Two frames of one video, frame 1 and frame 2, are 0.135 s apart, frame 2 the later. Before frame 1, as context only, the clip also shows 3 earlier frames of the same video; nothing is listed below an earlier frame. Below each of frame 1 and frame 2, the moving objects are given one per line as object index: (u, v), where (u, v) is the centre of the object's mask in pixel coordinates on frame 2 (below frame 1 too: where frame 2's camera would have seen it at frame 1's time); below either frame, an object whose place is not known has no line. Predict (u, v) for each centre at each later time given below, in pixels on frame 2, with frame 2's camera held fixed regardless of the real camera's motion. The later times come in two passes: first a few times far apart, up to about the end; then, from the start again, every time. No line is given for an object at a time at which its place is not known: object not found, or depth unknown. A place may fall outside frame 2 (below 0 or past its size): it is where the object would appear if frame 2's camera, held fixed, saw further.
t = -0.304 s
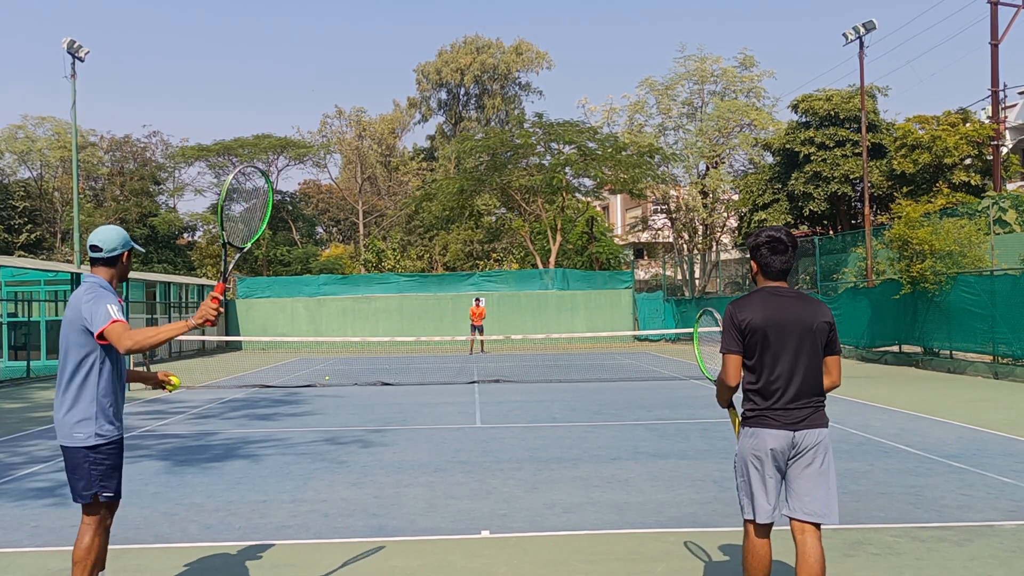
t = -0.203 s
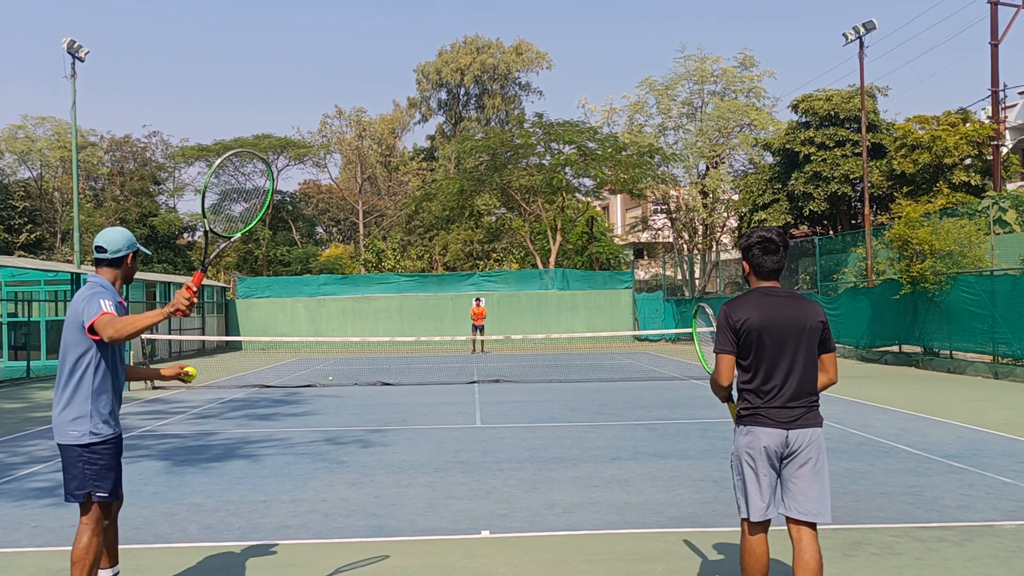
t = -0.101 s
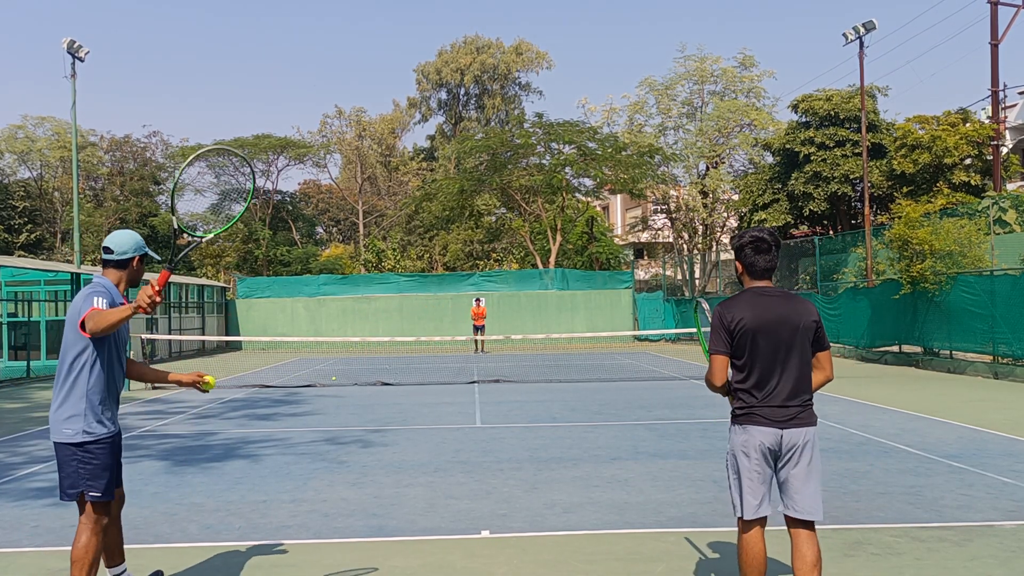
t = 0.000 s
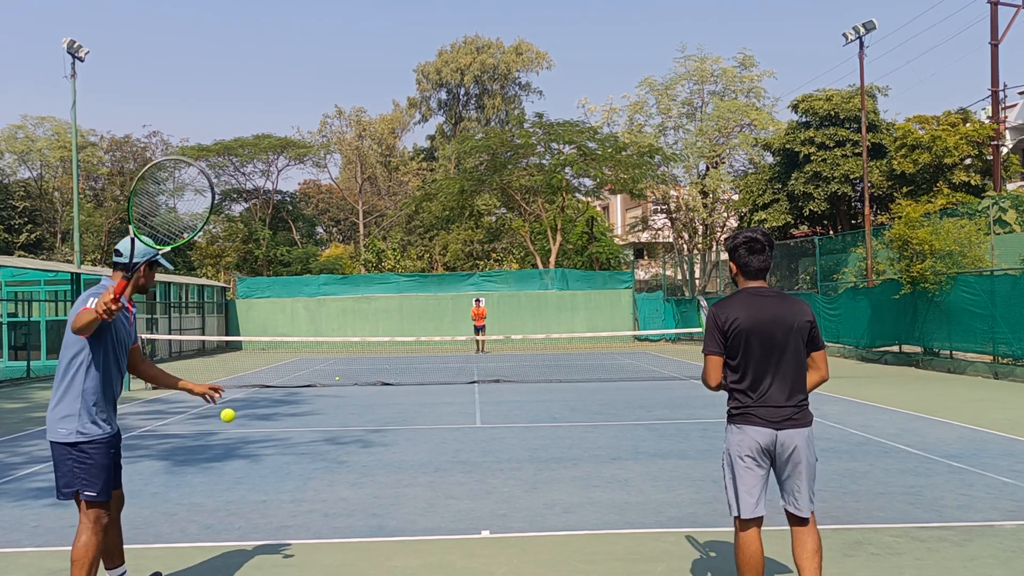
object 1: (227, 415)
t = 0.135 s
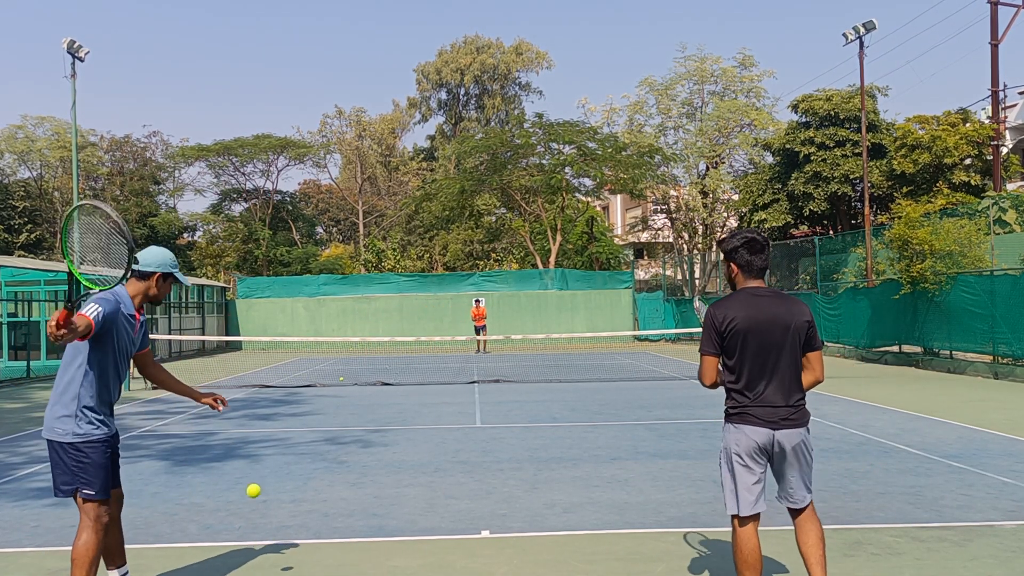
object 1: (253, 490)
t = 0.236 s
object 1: (272, 570)
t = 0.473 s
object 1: (298, 461)
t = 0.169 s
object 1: (260, 515)
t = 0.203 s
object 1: (266, 542)
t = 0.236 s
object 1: (272, 570)
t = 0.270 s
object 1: (277, 569)
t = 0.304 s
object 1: (281, 546)
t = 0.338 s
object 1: (284, 524)
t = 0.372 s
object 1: (288, 505)
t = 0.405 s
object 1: (291, 488)
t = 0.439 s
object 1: (295, 473)
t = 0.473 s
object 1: (298, 461)
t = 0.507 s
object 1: (302, 450)
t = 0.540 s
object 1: (305, 442)
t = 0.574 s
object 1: (309, 436)
